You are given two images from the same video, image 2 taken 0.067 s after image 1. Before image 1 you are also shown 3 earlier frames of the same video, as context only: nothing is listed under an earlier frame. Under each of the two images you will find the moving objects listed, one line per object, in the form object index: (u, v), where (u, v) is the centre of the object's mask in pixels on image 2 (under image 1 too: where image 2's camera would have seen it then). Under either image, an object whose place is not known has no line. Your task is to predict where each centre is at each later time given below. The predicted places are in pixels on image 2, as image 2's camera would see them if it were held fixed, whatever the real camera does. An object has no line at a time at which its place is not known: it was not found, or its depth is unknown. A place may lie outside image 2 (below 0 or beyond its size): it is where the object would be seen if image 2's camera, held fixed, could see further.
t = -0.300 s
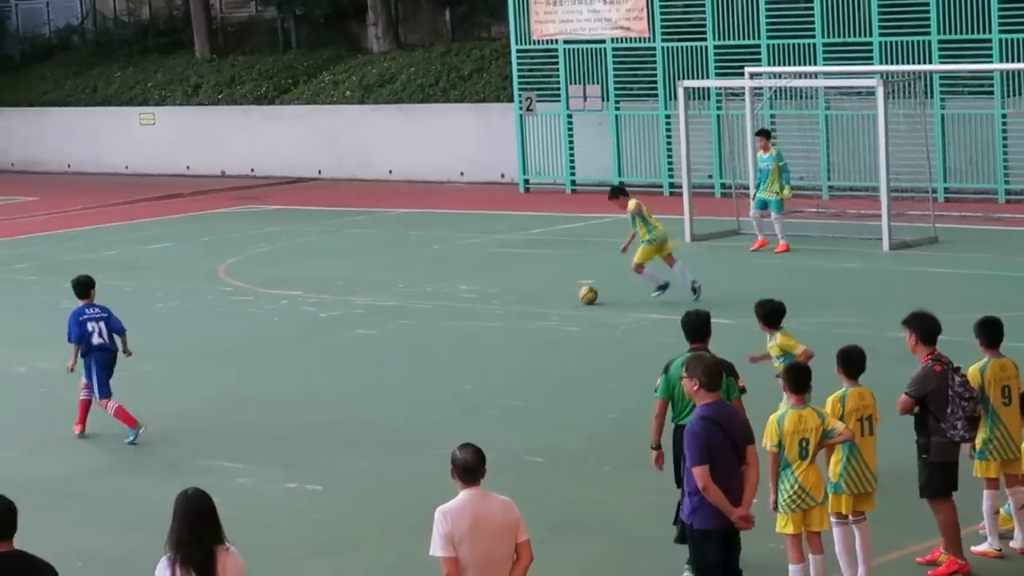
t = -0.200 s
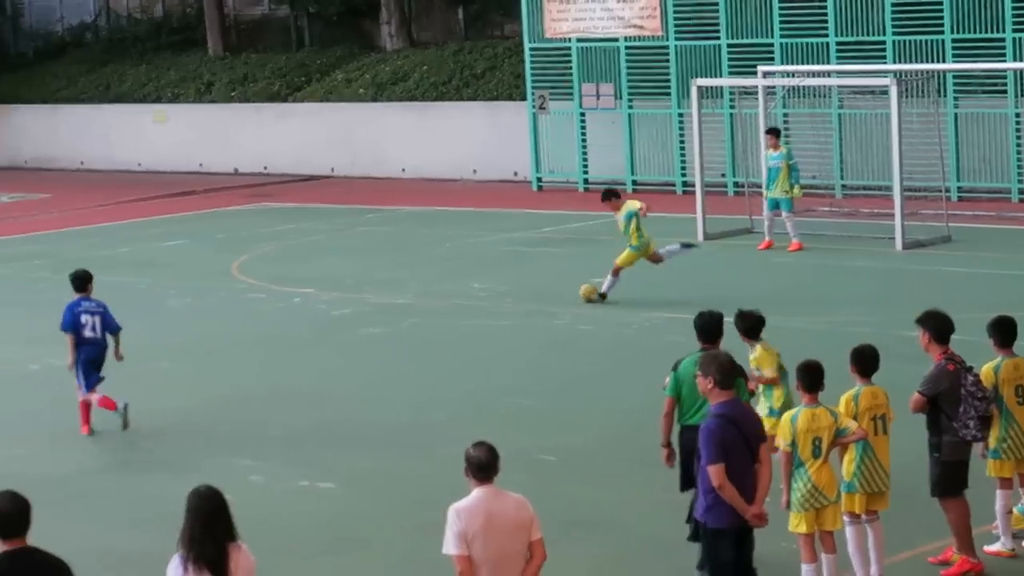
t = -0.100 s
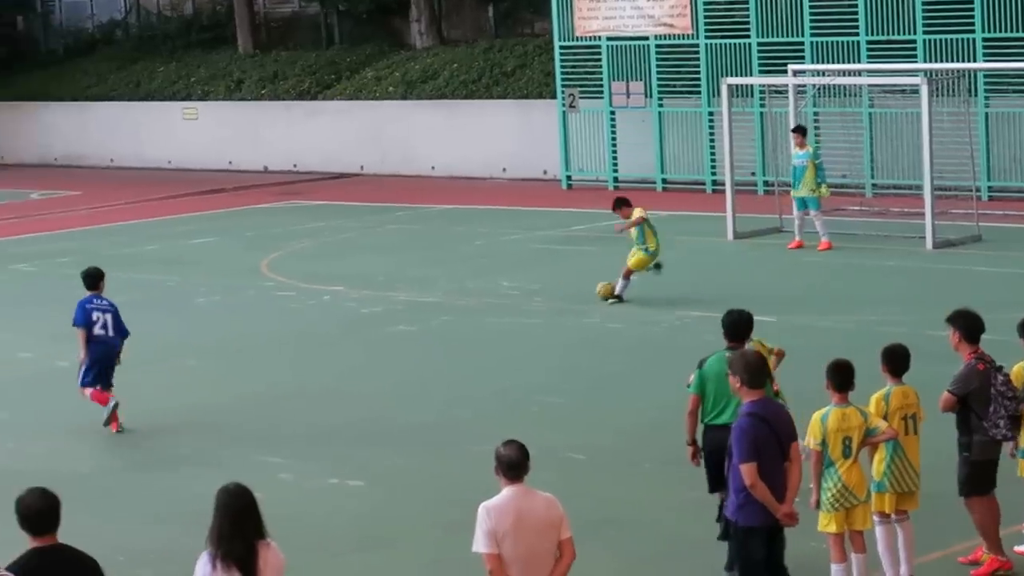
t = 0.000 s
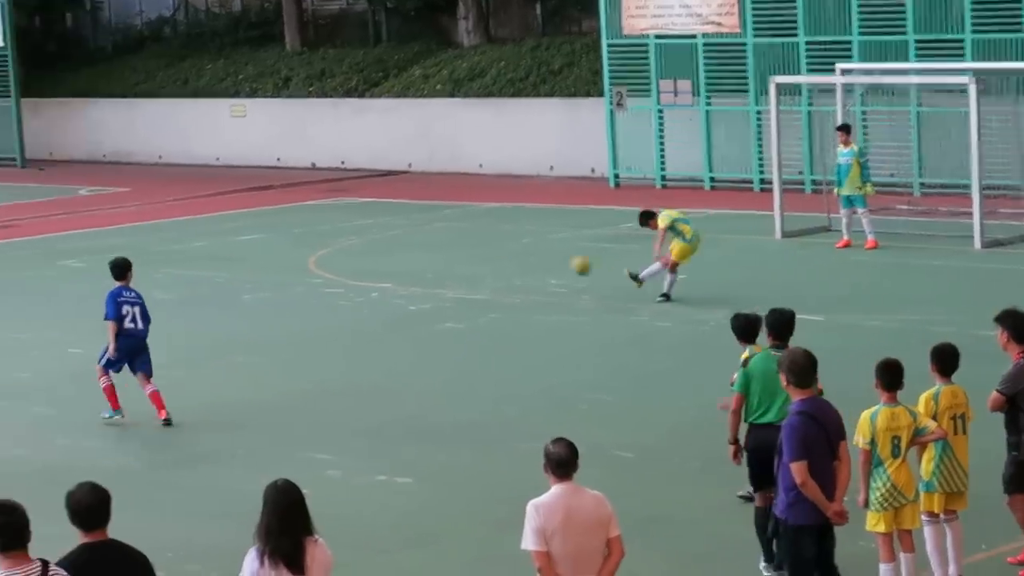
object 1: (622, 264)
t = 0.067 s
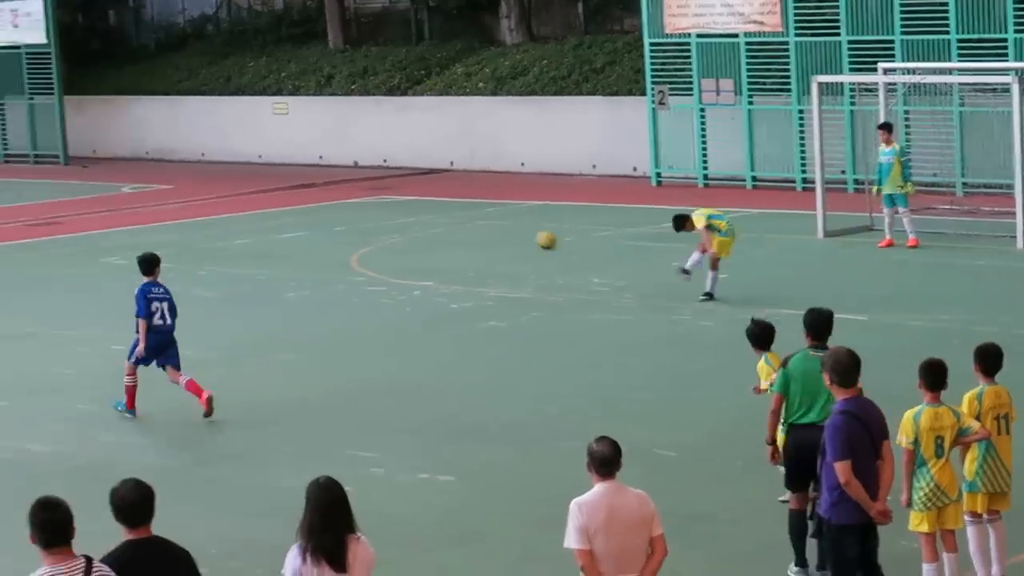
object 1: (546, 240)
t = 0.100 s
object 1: (508, 229)
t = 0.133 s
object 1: (470, 219)
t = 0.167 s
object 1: (430, 211)
